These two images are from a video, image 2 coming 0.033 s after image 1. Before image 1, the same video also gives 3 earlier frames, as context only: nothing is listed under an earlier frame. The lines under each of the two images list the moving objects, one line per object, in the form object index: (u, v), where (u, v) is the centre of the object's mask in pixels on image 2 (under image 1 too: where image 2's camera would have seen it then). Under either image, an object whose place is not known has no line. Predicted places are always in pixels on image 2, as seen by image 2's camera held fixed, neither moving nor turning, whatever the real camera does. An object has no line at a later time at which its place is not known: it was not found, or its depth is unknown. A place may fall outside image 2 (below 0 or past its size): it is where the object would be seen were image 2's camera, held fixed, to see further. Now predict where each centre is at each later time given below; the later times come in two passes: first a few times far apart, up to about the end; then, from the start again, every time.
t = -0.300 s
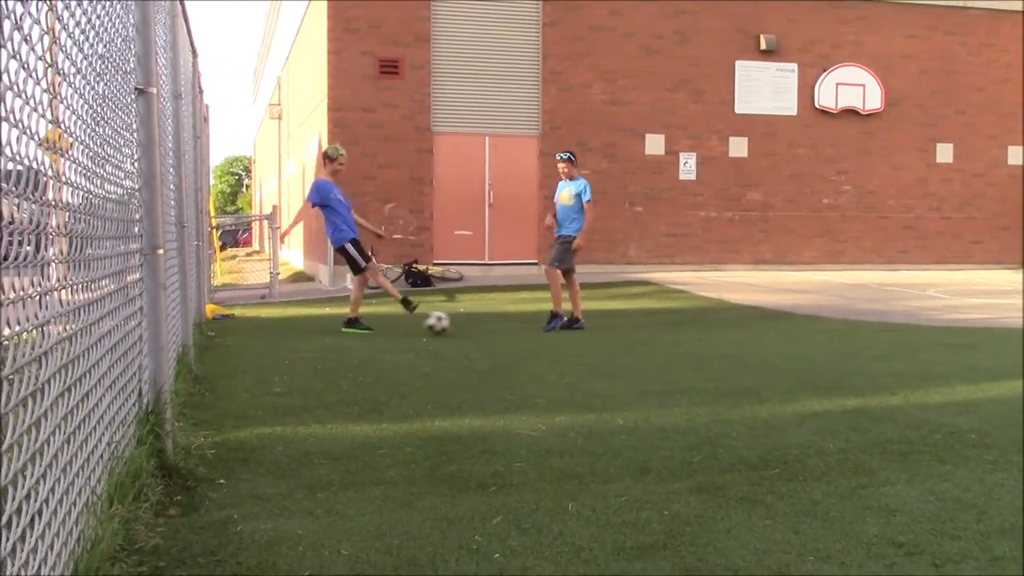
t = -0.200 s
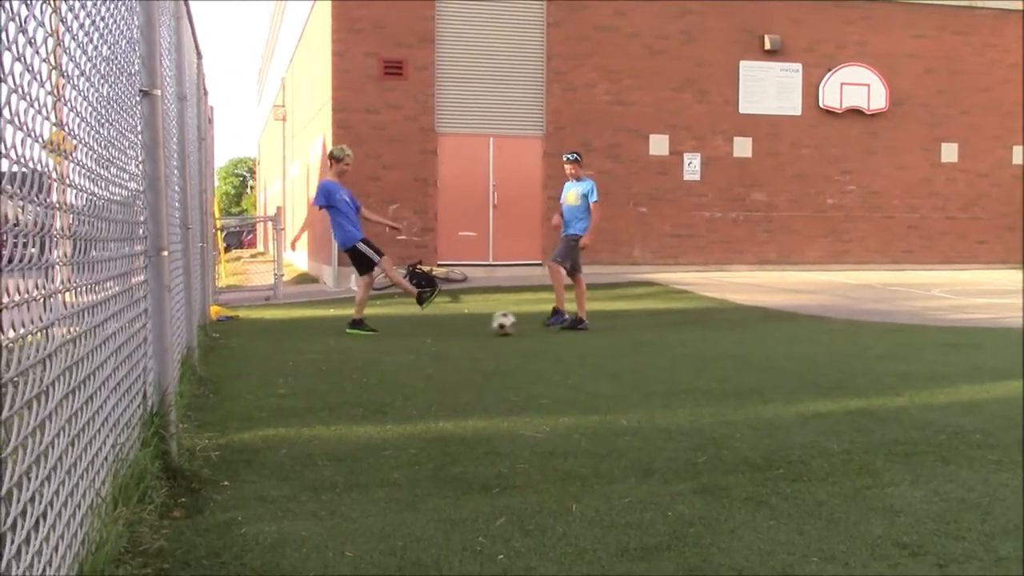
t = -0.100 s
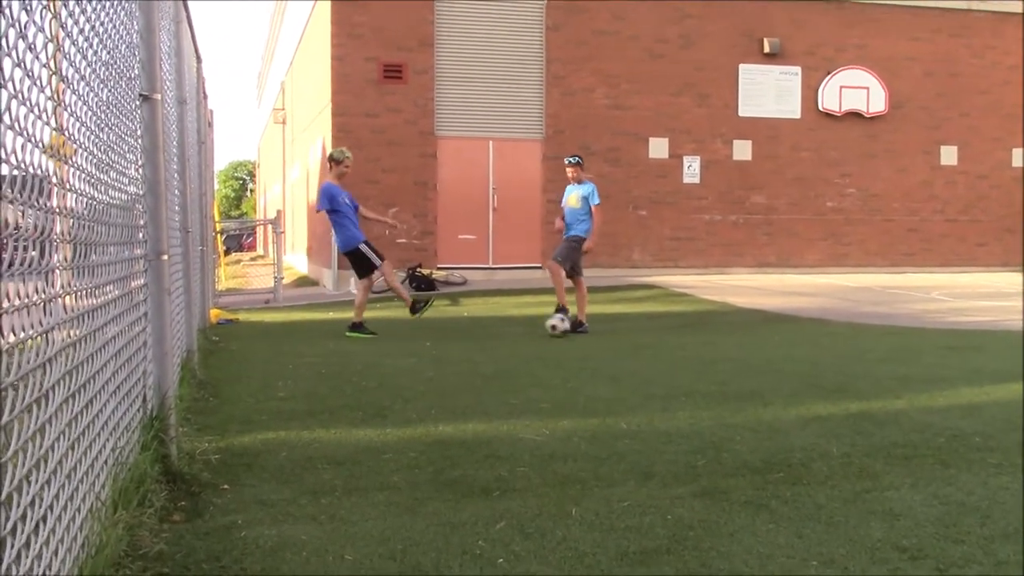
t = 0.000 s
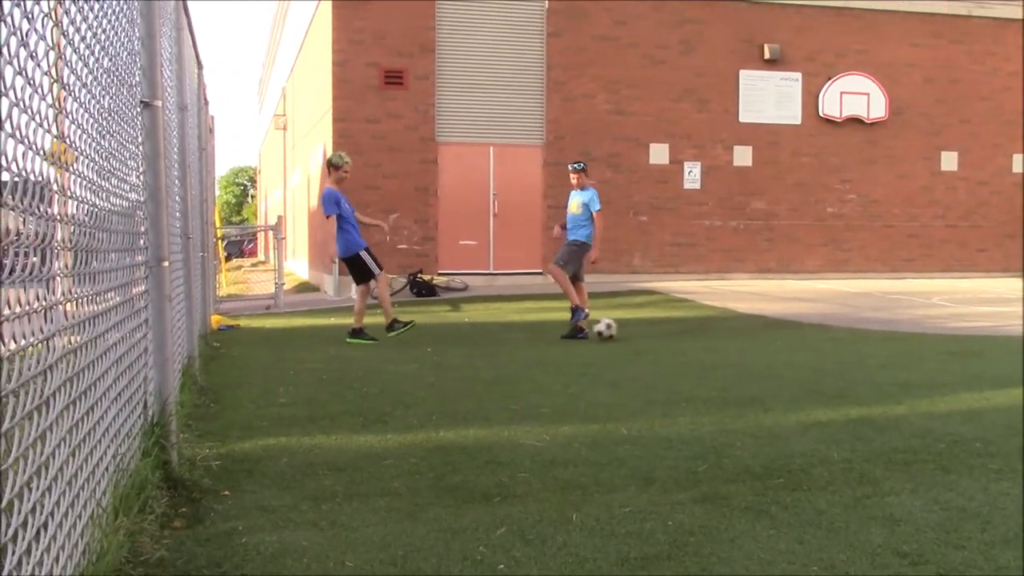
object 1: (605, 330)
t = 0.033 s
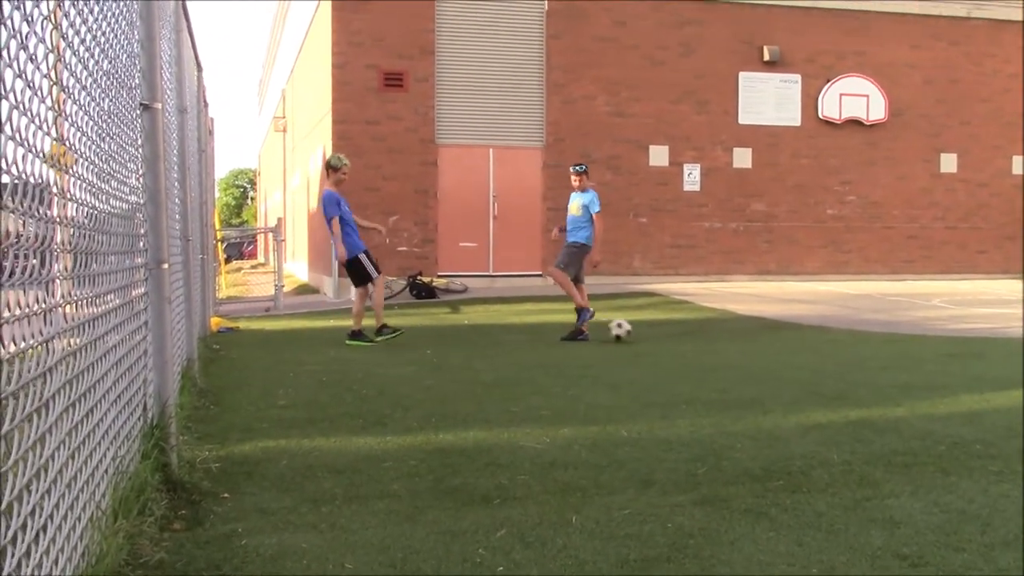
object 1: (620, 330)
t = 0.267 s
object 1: (719, 328)
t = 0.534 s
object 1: (819, 321)
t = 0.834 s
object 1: (914, 322)
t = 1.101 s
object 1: (991, 319)
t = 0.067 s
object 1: (635, 332)
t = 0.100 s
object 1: (649, 330)
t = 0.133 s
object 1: (663, 330)
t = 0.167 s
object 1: (678, 328)
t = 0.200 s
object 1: (692, 329)
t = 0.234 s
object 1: (705, 331)
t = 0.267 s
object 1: (719, 328)
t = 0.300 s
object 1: (732, 324)
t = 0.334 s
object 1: (743, 322)
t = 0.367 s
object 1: (758, 322)
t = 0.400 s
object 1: (770, 322)
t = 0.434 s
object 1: (782, 325)
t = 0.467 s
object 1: (795, 327)
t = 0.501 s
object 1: (806, 324)
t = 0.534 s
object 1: (819, 321)
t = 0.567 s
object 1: (828, 319)
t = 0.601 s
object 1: (839, 319)
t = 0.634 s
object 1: (852, 320)
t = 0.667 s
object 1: (861, 320)
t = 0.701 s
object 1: (873, 322)
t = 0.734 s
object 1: (883, 323)
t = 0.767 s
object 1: (894, 322)
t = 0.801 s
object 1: (905, 322)
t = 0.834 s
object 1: (914, 322)
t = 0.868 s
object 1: (926, 324)
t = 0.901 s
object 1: (935, 323)
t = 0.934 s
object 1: (945, 320)
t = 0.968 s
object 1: (953, 320)
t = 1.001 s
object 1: (964, 320)
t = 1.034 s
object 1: (973, 321)
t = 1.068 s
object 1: (983, 320)
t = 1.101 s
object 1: (991, 319)
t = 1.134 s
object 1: (1001, 318)
